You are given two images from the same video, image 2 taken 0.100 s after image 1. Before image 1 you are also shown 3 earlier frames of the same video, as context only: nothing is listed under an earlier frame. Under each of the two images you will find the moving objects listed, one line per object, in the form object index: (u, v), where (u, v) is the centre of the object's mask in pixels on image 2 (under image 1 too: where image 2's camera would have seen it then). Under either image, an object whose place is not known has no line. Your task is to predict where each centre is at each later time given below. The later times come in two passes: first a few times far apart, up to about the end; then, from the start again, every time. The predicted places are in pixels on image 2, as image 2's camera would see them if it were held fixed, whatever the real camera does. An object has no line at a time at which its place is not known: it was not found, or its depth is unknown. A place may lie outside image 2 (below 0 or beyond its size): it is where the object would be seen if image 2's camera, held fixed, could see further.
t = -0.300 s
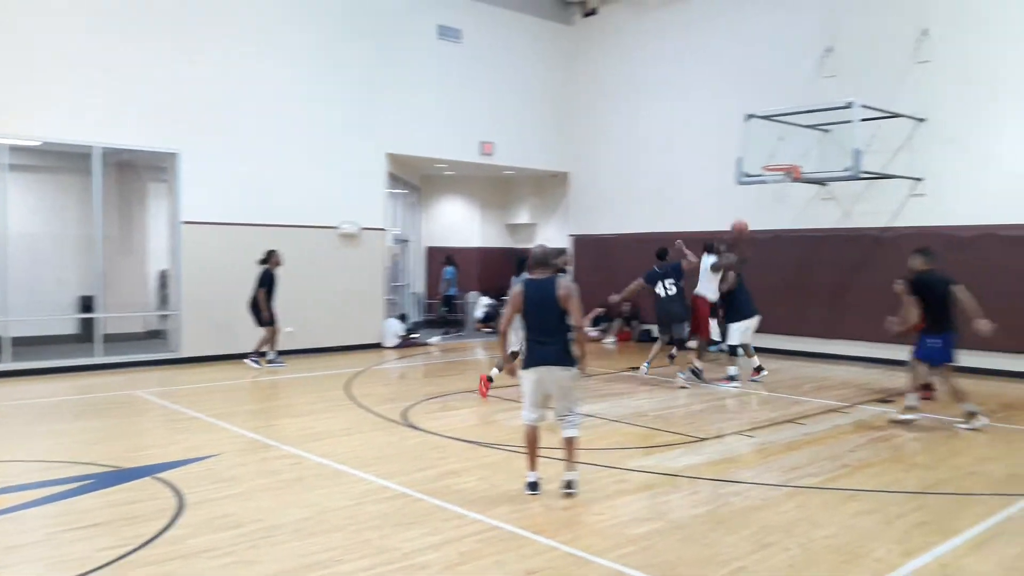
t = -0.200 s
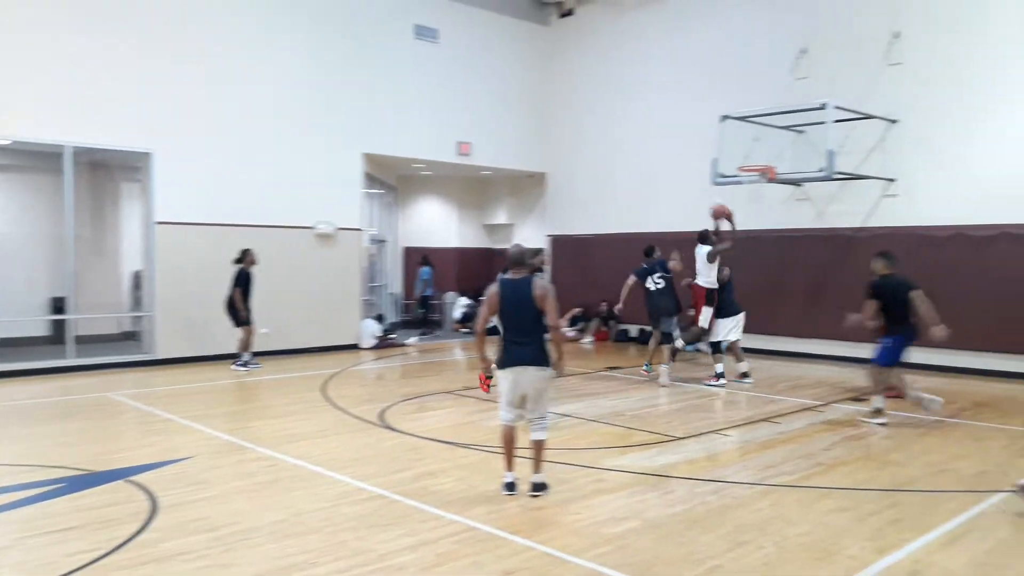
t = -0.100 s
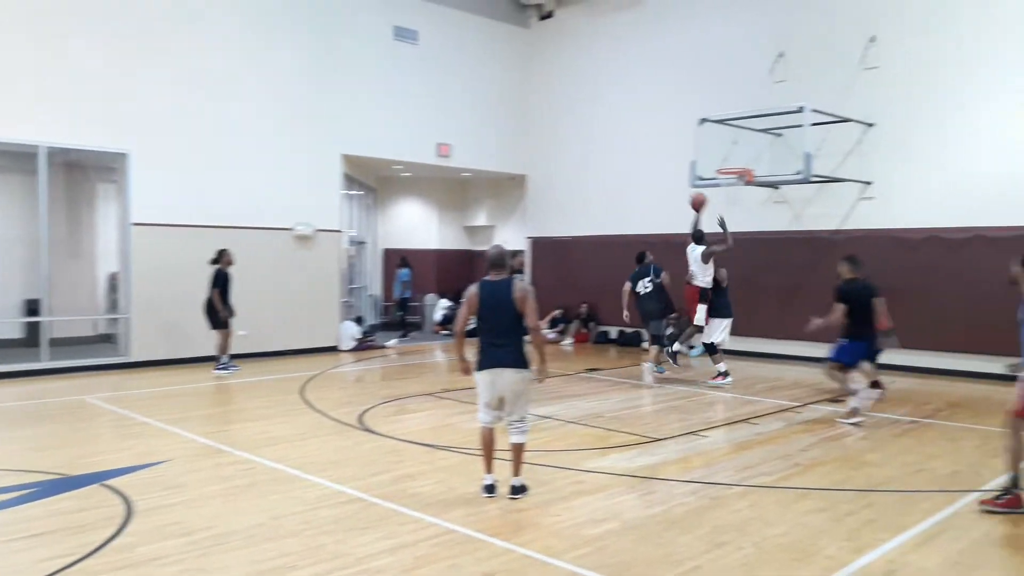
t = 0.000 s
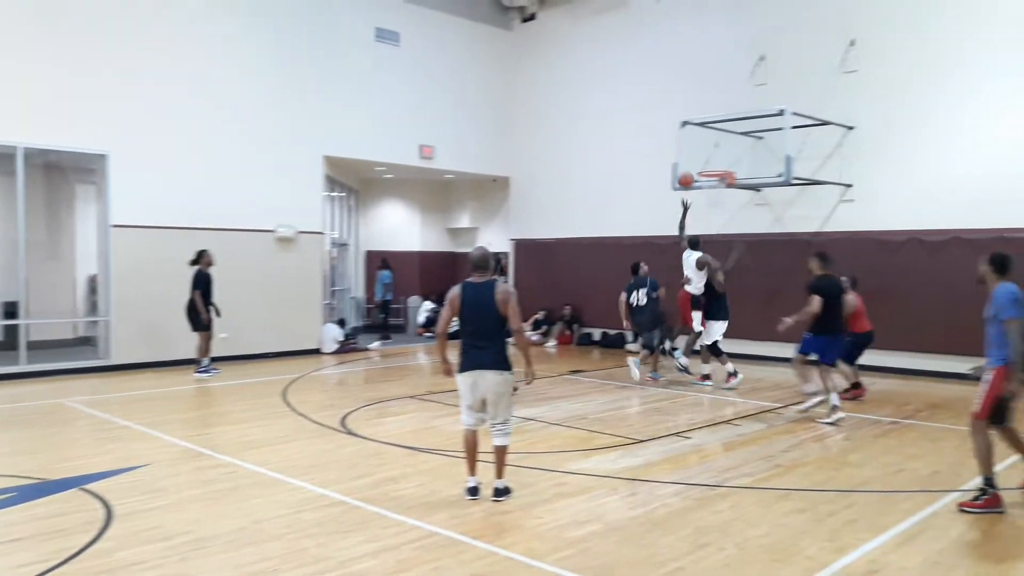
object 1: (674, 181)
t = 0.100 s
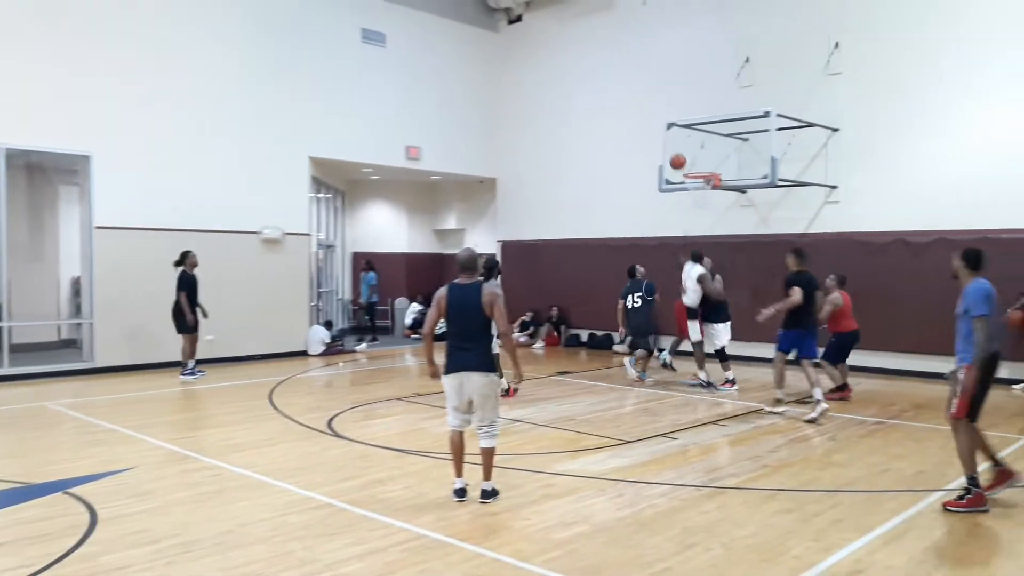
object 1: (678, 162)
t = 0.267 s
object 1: (685, 145)
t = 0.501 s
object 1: (695, 154)
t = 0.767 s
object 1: (684, 158)
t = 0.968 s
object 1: (670, 165)
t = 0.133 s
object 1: (679, 157)
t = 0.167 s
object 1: (680, 153)
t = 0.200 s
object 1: (682, 149)
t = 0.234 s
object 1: (684, 146)
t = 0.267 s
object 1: (685, 145)
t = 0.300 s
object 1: (686, 144)
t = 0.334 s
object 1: (688, 144)
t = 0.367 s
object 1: (689, 144)
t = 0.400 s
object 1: (690, 146)
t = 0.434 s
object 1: (692, 148)
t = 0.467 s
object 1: (693, 151)
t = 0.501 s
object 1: (695, 154)
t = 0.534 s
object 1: (696, 158)
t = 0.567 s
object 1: (697, 162)
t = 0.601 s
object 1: (695, 165)
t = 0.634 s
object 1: (693, 166)
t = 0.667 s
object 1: (691, 164)
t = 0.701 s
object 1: (688, 161)
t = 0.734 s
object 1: (686, 159)
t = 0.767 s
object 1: (684, 158)
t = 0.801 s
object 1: (682, 157)
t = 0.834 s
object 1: (679, 158)
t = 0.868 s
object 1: (677, 158)
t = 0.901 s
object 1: (675, 160)
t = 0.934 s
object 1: (673, 162)
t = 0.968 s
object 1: (670, 165)
